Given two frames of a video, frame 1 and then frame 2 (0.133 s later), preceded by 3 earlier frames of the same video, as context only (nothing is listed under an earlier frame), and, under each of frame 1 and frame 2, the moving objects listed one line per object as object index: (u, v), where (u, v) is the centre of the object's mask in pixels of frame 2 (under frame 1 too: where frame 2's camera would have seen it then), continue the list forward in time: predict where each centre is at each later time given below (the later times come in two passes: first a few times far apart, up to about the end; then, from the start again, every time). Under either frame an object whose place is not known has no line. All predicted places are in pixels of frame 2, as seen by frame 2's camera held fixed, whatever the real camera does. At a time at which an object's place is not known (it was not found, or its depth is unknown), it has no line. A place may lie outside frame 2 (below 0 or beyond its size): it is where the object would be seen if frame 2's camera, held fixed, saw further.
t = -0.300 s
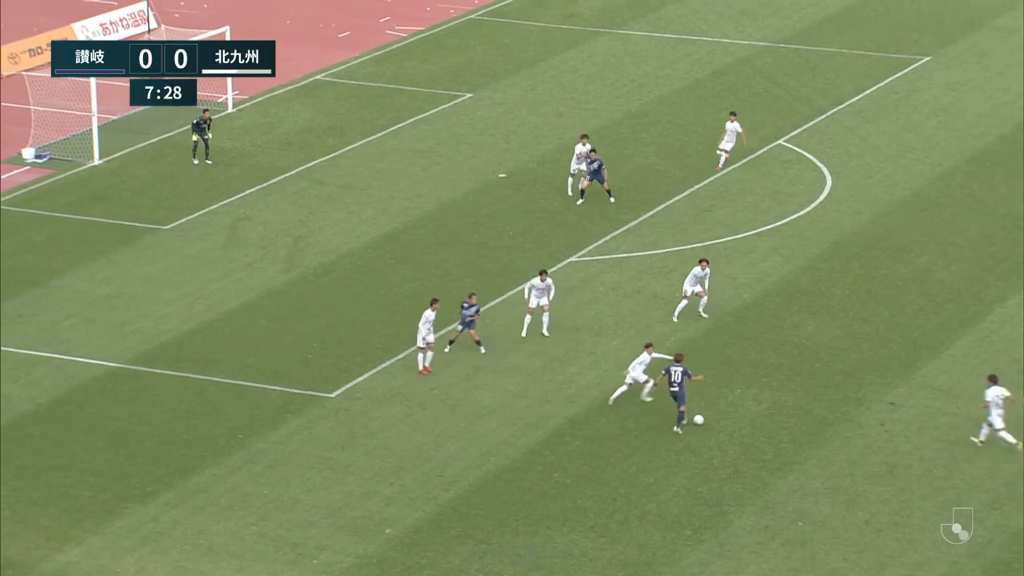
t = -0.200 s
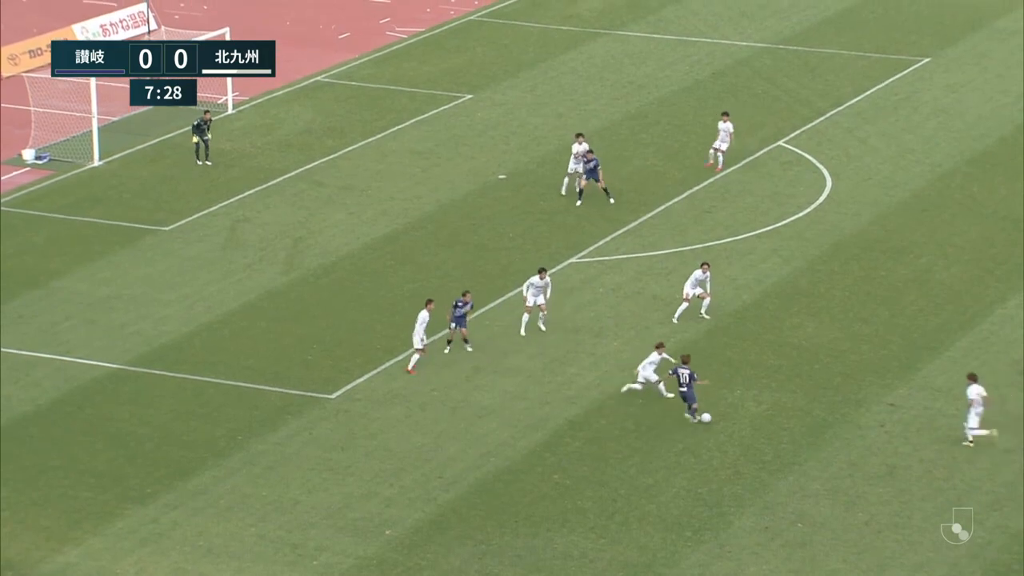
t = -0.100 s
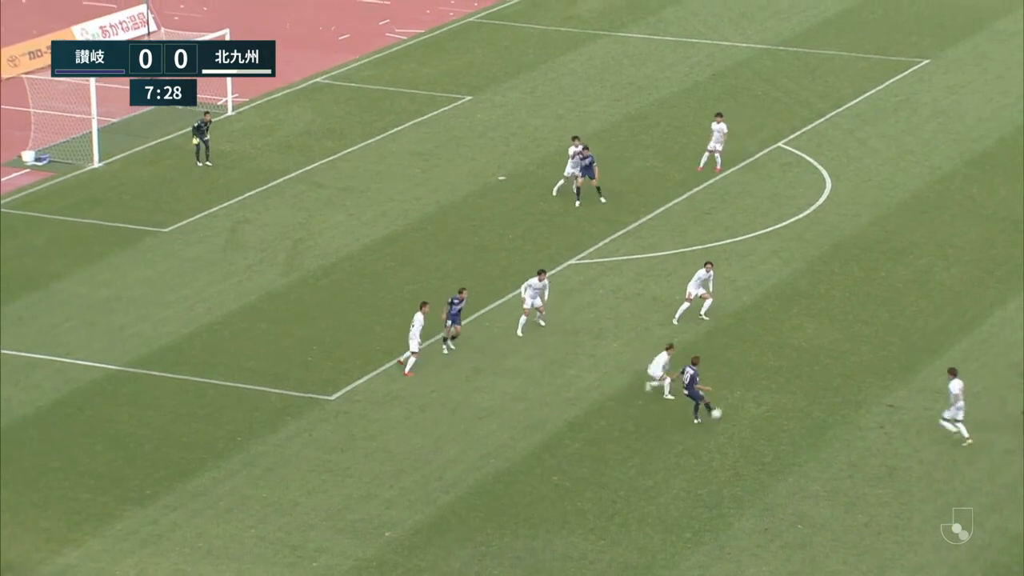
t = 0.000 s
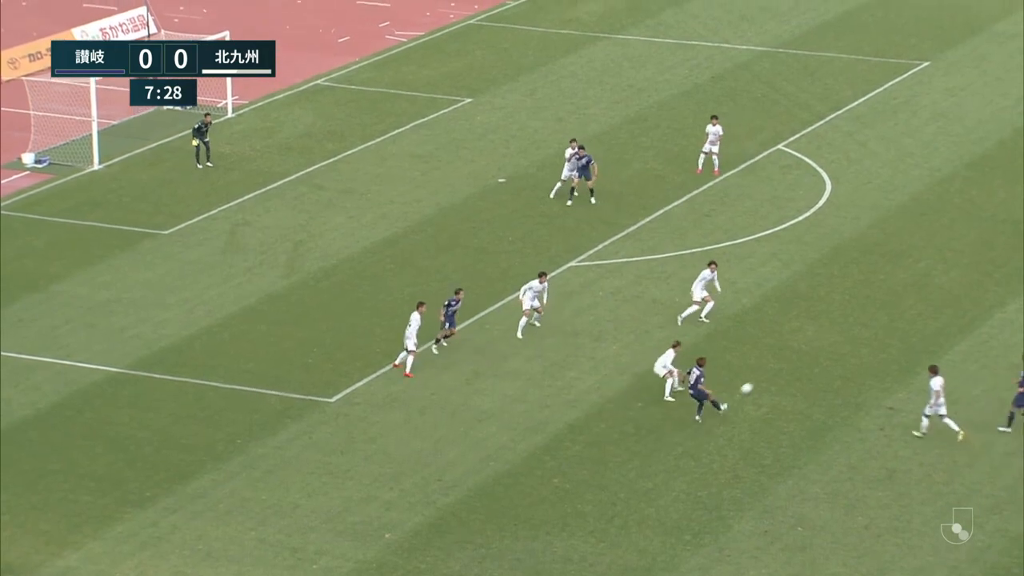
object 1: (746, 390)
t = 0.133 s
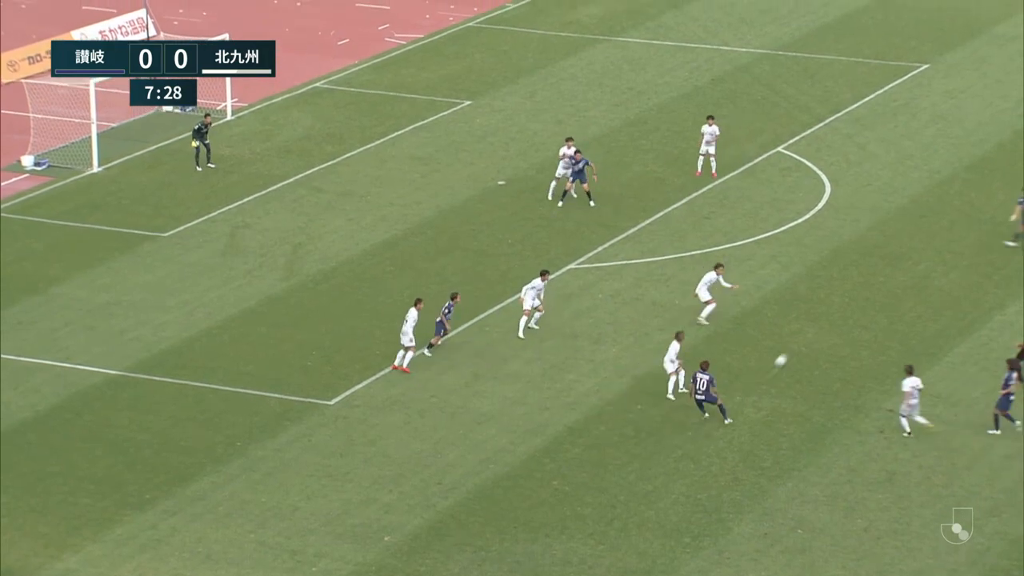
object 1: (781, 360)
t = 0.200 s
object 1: (795, 344)
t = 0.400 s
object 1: (831, 306)
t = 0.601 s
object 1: (860, 279)
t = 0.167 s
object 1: (789, 352)
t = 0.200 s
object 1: (795, 344)
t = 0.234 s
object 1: (801, 339)
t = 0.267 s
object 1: (809, 333)
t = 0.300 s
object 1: (815, 327)
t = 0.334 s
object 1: (820, 319)
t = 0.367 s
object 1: (826, 312)
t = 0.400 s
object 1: (831, 306)
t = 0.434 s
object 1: (837, 301)
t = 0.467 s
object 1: (841, 295)
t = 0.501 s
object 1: (846, 291)
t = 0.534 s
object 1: (851, 288)
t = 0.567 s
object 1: (856, 284)
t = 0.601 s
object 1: (860, 279)
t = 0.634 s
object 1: (864, 274)
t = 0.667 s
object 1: (867, 268)
